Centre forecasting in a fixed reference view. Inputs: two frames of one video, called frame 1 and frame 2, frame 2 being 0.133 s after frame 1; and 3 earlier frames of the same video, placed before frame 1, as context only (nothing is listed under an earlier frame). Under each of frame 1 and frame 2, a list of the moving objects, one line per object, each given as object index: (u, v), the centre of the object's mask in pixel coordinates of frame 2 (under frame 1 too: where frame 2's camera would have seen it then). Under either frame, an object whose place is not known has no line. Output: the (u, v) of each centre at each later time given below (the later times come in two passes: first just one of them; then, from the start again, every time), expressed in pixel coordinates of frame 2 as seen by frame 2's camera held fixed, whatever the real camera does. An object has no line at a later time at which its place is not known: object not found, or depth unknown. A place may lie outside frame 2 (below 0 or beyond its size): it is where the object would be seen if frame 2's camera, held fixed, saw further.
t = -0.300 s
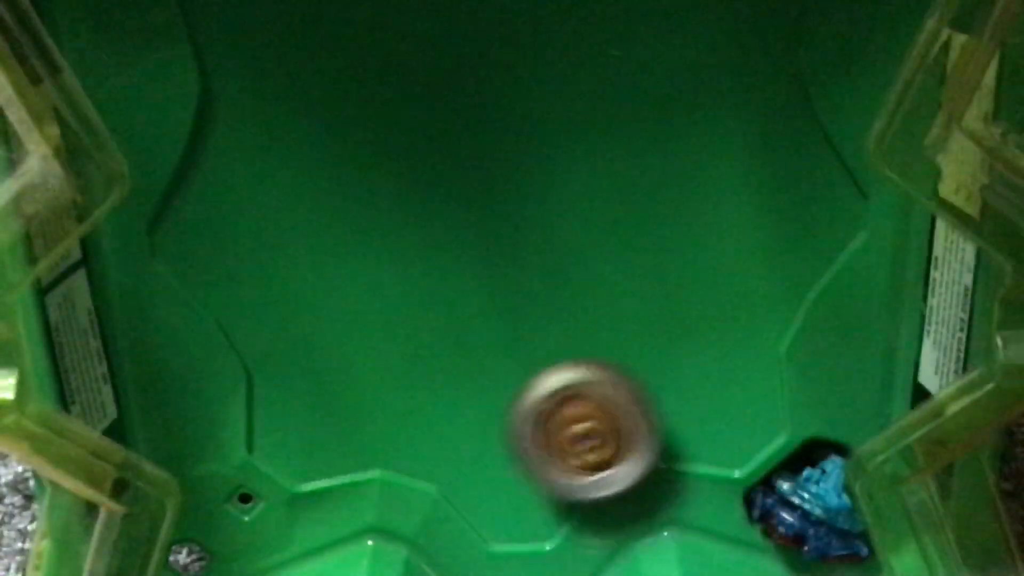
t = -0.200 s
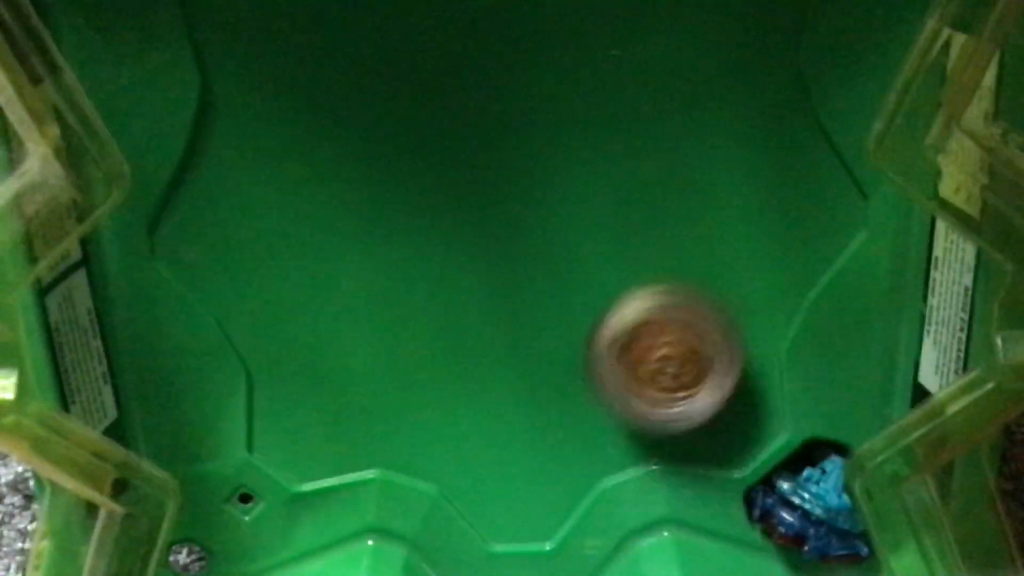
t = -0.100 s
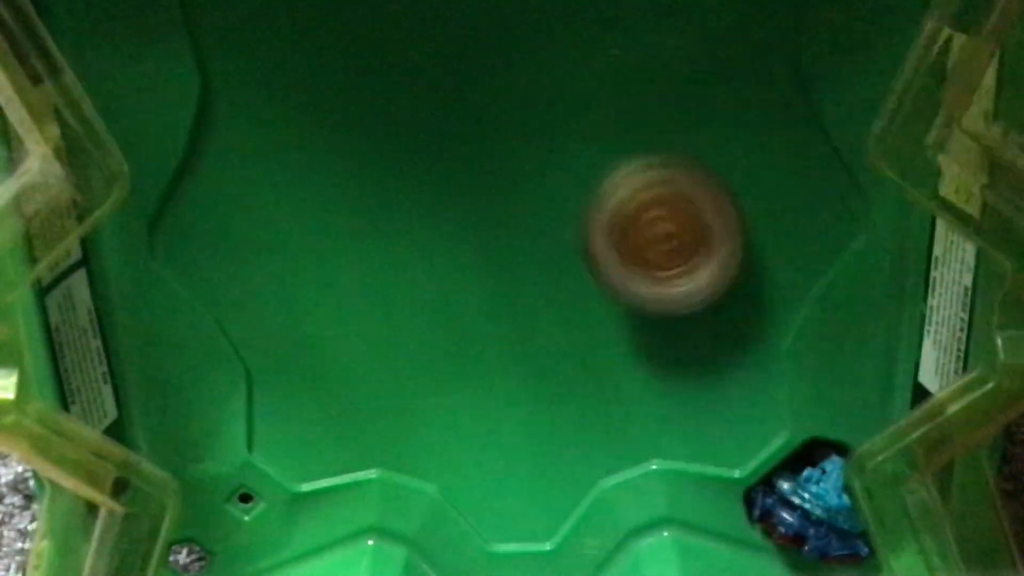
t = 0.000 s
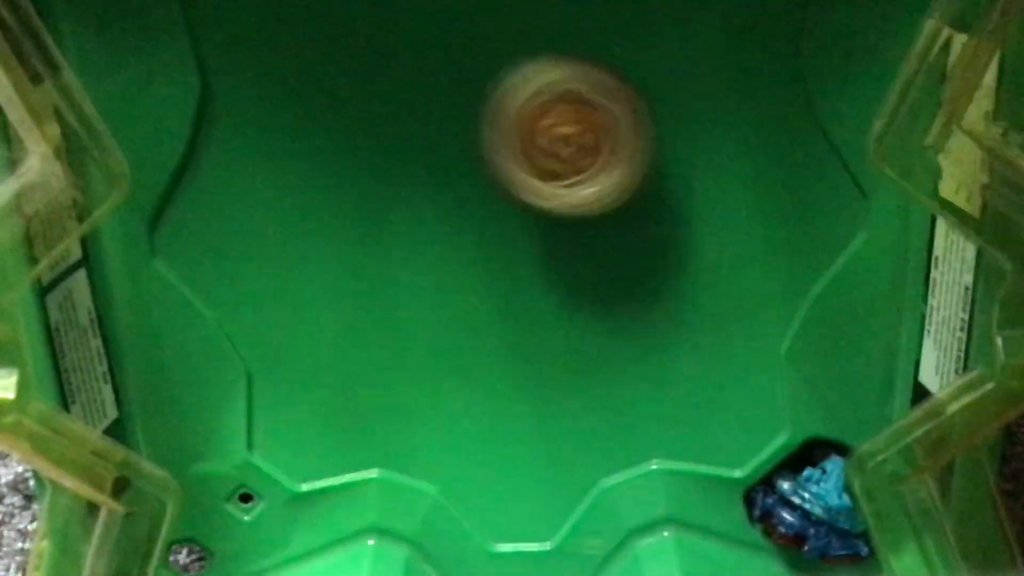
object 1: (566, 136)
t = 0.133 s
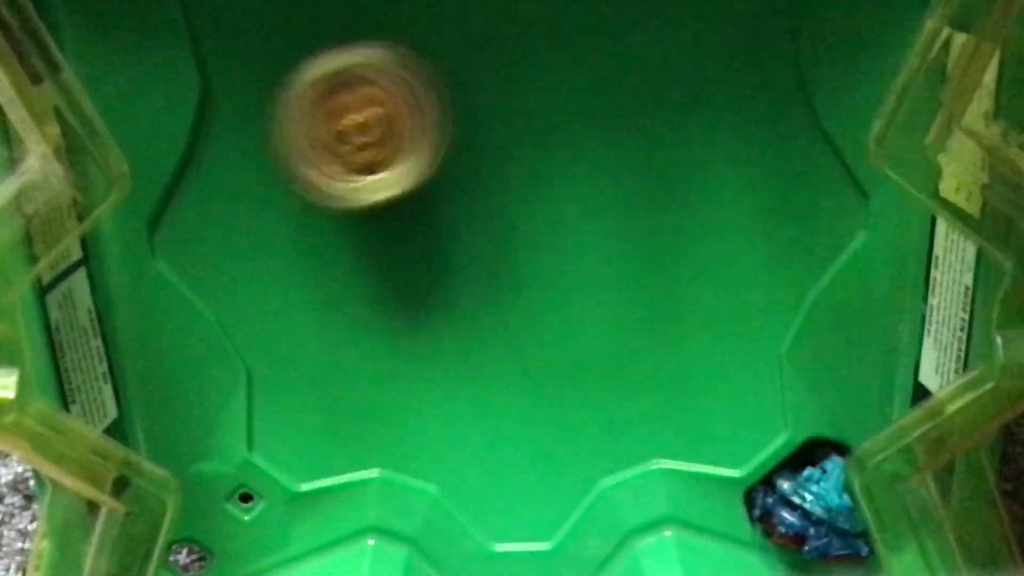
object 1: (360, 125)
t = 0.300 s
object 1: (225, 318)
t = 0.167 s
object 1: (314, 148)
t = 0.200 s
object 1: (276, 181)
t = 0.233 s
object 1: (245, 222)
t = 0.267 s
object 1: (228, 267)
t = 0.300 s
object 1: (225, 318)
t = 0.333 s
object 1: (235, 366)
